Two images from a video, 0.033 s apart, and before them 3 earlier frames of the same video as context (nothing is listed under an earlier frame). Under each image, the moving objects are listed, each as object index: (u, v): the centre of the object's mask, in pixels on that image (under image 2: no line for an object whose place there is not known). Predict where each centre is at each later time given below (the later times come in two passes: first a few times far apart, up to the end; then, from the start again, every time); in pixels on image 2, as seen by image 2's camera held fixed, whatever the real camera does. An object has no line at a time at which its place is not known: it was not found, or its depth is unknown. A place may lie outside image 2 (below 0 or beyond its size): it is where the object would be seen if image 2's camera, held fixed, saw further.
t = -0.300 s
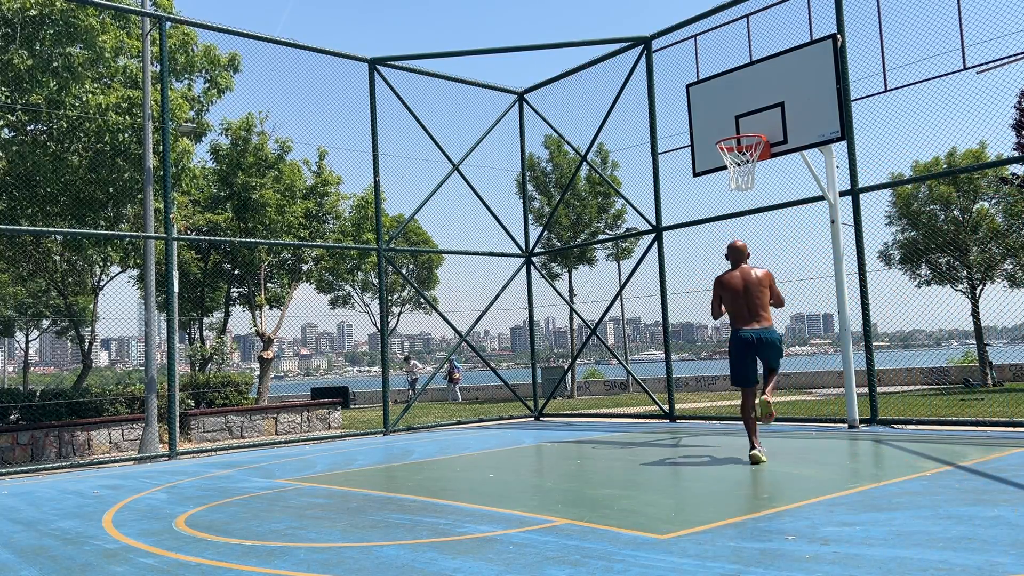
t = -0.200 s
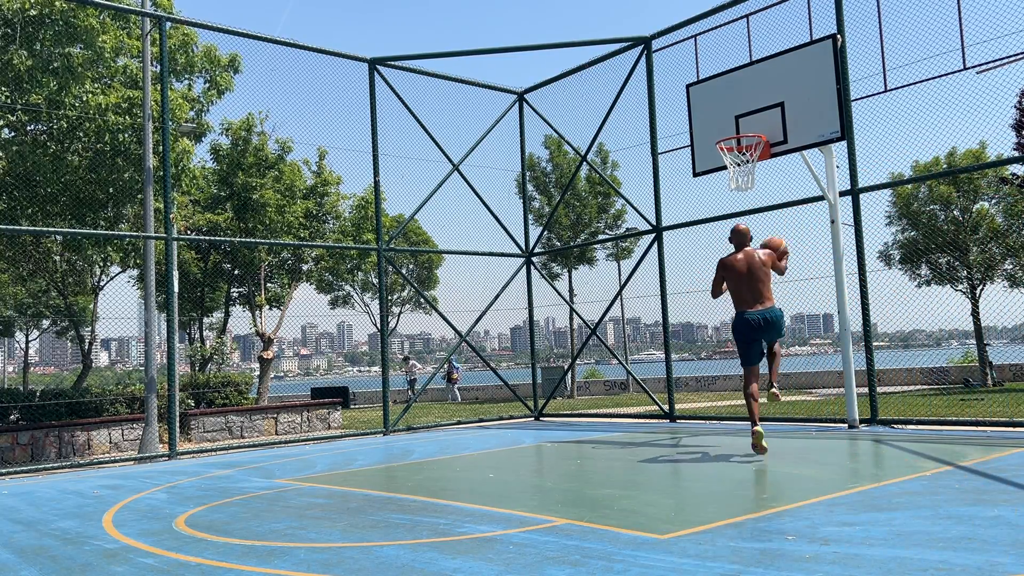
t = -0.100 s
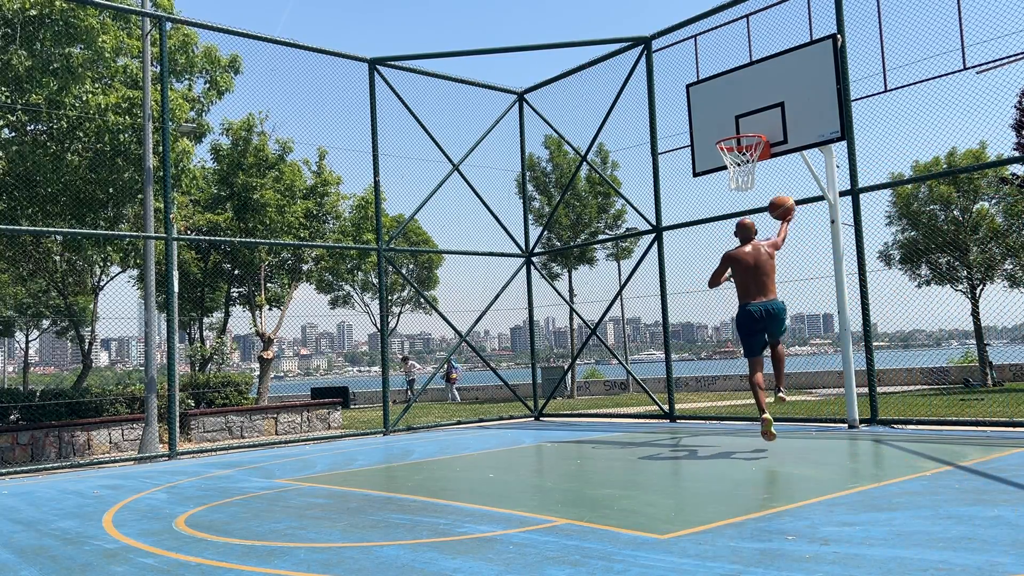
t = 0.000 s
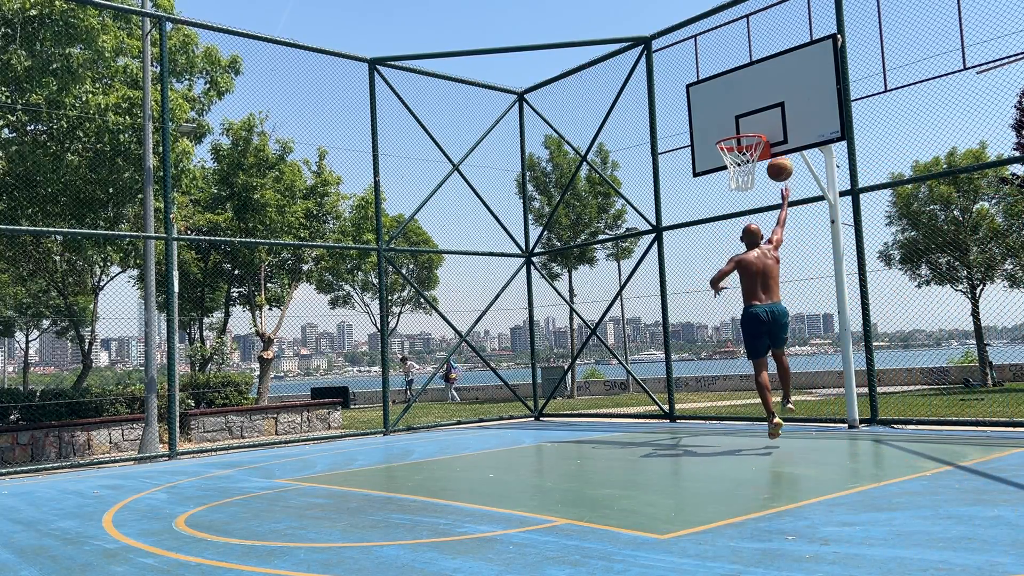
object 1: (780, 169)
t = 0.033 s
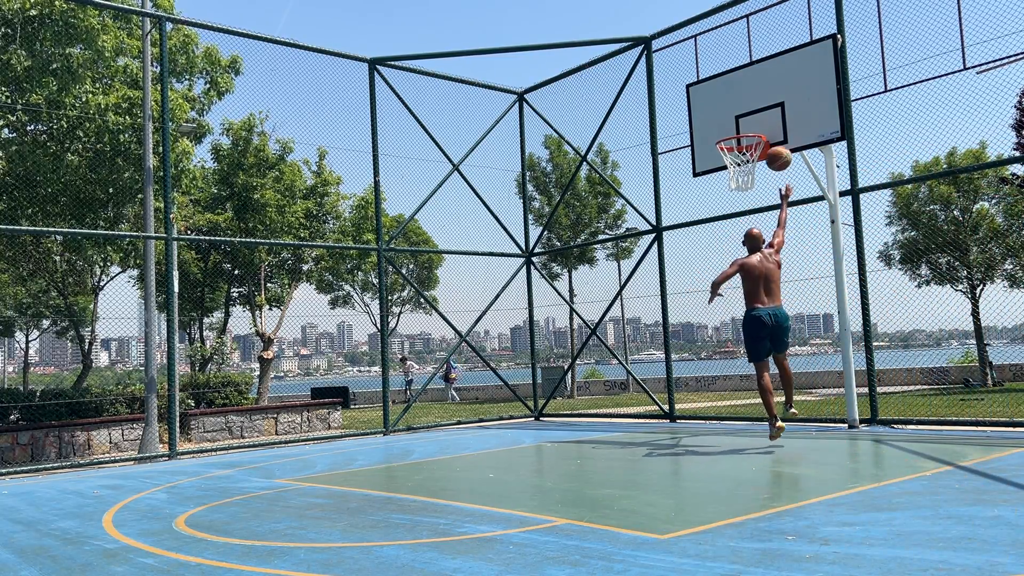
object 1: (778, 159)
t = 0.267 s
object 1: (775, 119)
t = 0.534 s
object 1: (759, 125)
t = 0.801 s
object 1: (731, 157)
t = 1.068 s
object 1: (726, 193)
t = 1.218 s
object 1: (726, 238)
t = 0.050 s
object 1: (778, 154)
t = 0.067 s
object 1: (777, 149)
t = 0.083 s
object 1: (777, 145)
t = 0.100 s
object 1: (776, 141)
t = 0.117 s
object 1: (776, 138)
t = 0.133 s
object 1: (775, 134)
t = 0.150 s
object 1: (775, 132)
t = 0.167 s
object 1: (774, 129)
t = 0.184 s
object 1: (774, 126)
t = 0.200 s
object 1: (774, 124)
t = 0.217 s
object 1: (774, 122)
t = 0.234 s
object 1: (774, 121)
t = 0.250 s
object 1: (774, 120)
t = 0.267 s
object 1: (775, 119)
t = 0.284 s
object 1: (775, 118)
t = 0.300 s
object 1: (775, 118)
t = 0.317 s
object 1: (775, 117)
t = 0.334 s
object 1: (775, 117)
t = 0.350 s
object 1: (775, 118)
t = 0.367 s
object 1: (774, 117)
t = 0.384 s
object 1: (773, 117)
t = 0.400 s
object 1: (772, 117)
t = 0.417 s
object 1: (770, 117)
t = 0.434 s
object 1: (768, 118)
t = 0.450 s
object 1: (766, 119)
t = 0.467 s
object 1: (765, 119)
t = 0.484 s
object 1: (763, 121)
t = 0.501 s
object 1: (762, 122)
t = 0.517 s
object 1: (760, 124)
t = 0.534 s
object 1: (759, 125)
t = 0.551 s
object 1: (758, 126)
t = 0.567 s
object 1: (756, 127)
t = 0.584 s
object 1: (755, 127)
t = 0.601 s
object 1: (753, 127)
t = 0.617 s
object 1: (751, 127)
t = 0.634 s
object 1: (749, 128)
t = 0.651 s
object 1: (747, 133)
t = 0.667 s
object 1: (745, 138)
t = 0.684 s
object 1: (744, 138)
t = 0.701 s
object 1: (742, 131)
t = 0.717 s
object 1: (741, 141)
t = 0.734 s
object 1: (738, 144)
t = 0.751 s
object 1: (734, 148)
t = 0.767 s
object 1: (736, 150)
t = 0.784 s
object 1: (735, 153)
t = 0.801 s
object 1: (731, 157)
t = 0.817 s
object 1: (729, 164)
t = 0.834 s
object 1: (728, 167)
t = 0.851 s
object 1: (725, 167)
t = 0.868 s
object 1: (724, 170)
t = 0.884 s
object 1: (728, 167)
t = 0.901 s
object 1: (727, 175)
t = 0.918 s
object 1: (727, 174)
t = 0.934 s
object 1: (726, 175)
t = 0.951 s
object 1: (725, 177)
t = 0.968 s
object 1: (725, 178)
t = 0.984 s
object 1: (726, 179)
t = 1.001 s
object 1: (725, 181)
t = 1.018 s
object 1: (726, 183)
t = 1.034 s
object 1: (726, 186)
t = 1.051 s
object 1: (726, 189)
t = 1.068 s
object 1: (726, 193)
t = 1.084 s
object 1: (726, 197)
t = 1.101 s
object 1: (726, 201)
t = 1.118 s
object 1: (726, 206)
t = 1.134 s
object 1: (726, 210)
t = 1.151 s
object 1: (726, 215)
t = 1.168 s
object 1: (726, 221)
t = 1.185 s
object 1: (726, 226)
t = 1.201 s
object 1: (726, 232)
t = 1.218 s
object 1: (726, 238)
